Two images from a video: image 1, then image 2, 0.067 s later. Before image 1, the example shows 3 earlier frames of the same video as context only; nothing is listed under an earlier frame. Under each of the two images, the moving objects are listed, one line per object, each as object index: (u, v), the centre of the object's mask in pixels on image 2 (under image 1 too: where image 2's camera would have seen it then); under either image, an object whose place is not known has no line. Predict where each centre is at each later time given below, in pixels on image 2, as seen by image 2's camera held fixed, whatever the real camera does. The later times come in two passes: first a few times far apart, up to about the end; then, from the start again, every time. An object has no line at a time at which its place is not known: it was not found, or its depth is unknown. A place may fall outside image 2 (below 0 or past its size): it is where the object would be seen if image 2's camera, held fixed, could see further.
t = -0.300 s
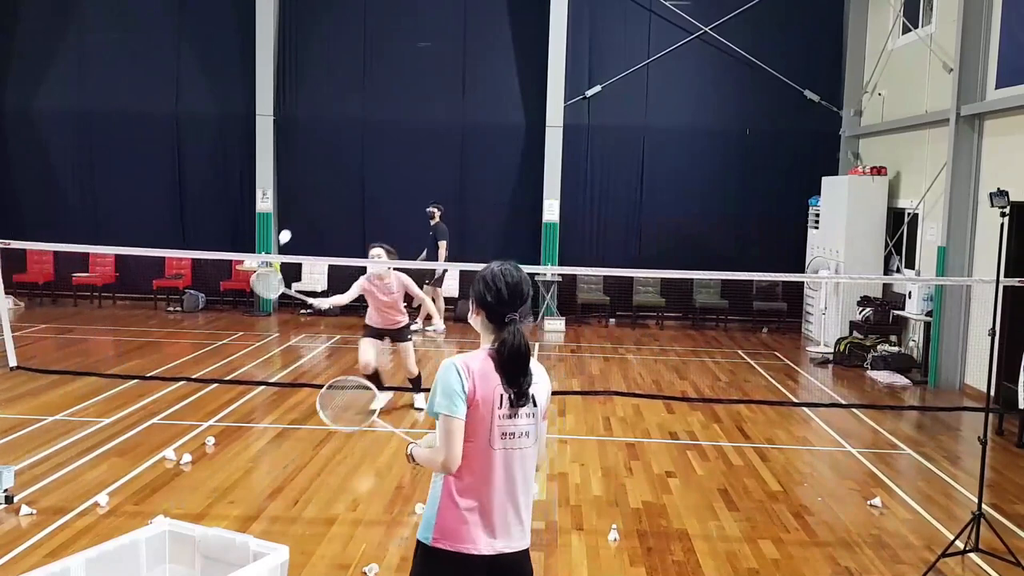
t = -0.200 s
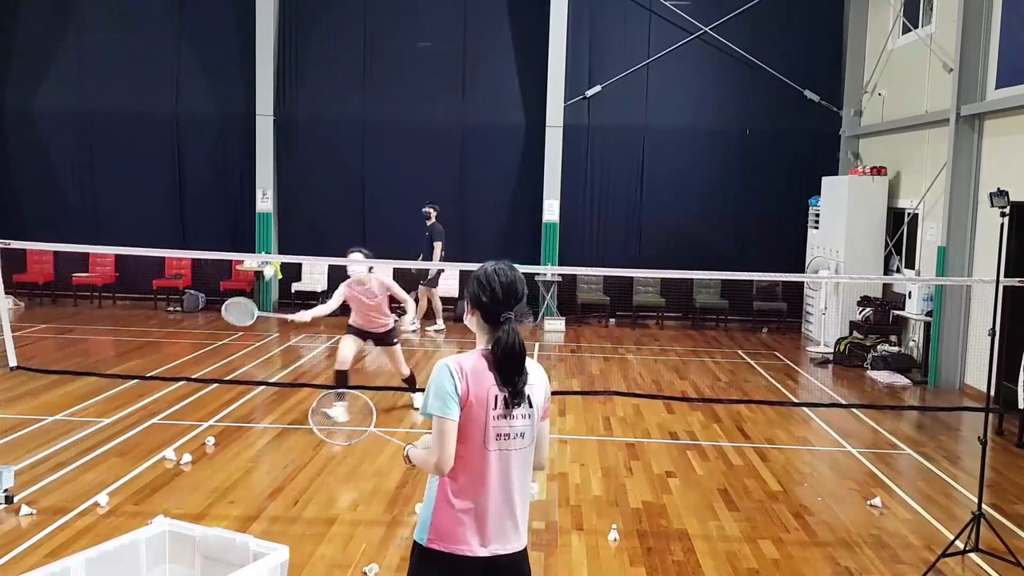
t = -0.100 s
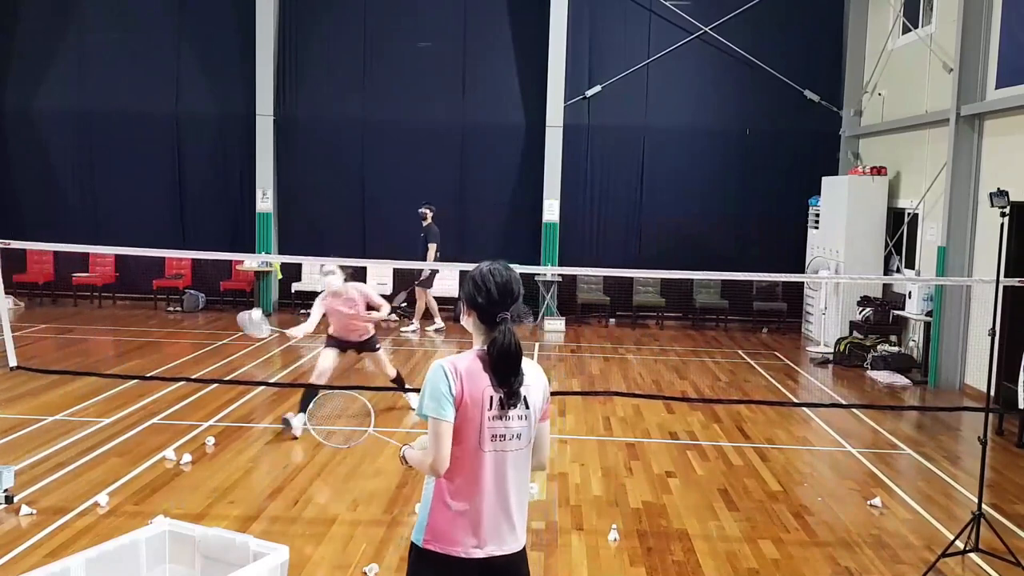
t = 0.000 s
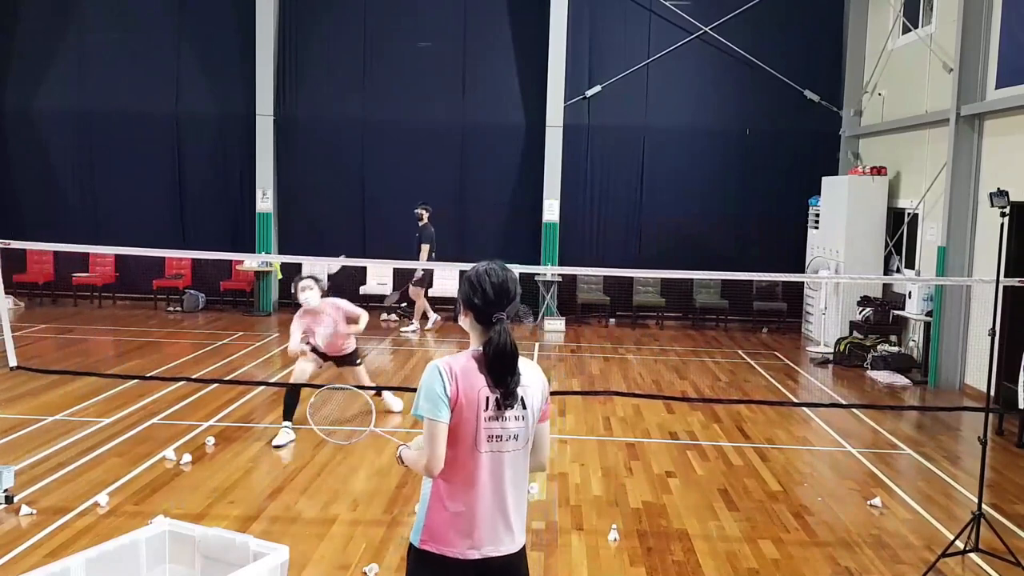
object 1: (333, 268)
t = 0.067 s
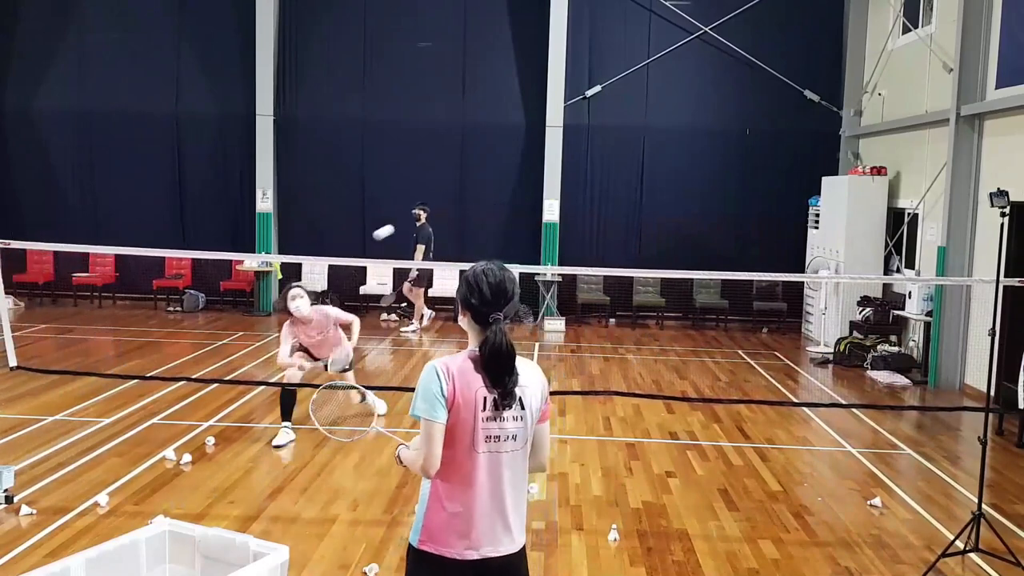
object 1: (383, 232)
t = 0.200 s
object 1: (461, 202)
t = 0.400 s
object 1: (583, 213)
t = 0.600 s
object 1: (701, 294)
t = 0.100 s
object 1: (406, 222)
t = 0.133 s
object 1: (424, 215)
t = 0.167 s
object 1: (441, 208)
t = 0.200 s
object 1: (461, 202)
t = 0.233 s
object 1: (481, 198)
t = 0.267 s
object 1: (501, 197)
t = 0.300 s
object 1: (522, 198)
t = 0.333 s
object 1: (538, 201)
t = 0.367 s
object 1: (565, 207)
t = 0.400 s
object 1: (583, 213)
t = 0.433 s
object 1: (603, 222)
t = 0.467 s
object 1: (622, 232)
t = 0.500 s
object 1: (642, 244)
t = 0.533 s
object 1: (662, 258)
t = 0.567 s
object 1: (682, 275)
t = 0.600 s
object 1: (701, 294)
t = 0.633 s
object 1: (719, 316)
